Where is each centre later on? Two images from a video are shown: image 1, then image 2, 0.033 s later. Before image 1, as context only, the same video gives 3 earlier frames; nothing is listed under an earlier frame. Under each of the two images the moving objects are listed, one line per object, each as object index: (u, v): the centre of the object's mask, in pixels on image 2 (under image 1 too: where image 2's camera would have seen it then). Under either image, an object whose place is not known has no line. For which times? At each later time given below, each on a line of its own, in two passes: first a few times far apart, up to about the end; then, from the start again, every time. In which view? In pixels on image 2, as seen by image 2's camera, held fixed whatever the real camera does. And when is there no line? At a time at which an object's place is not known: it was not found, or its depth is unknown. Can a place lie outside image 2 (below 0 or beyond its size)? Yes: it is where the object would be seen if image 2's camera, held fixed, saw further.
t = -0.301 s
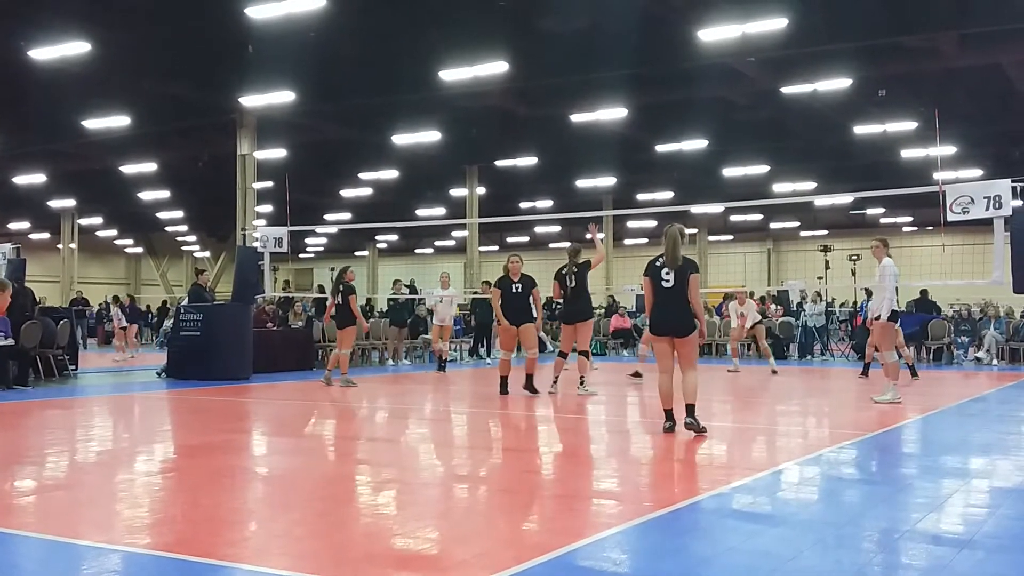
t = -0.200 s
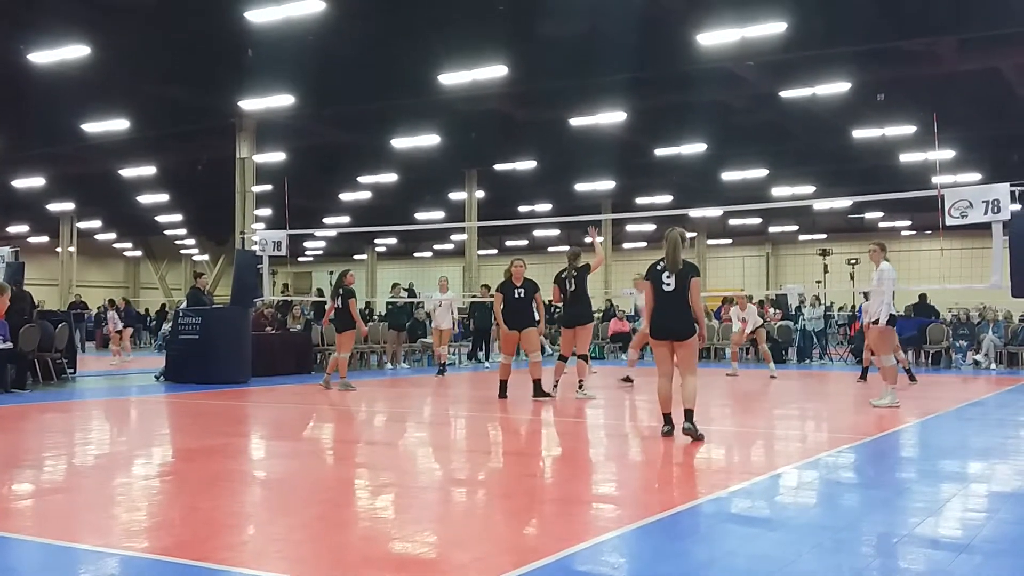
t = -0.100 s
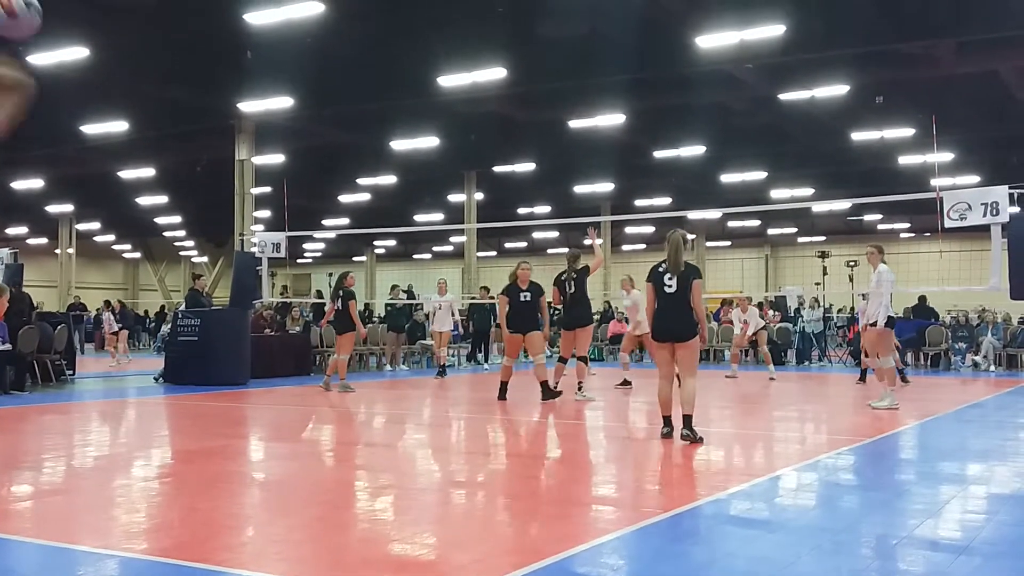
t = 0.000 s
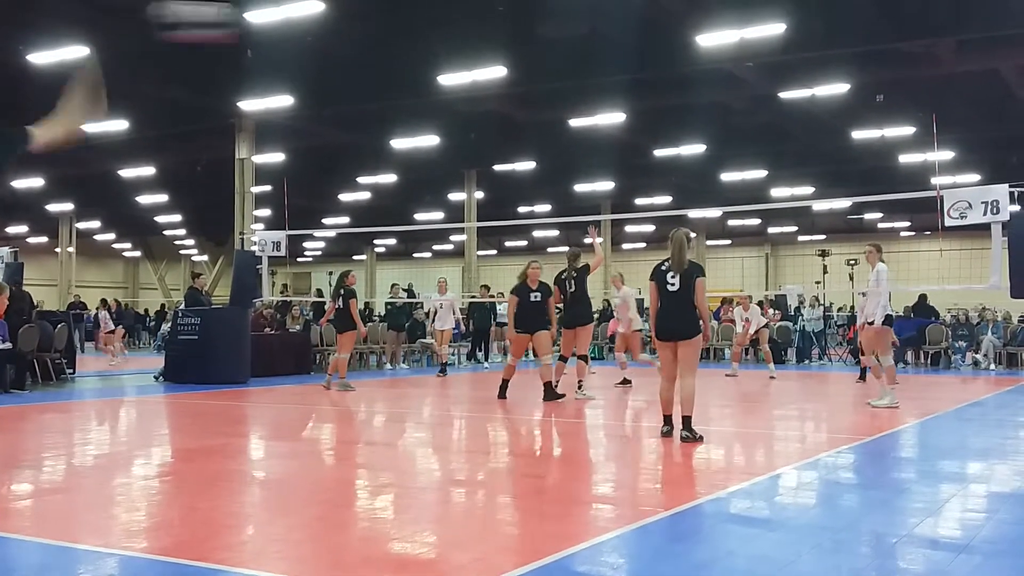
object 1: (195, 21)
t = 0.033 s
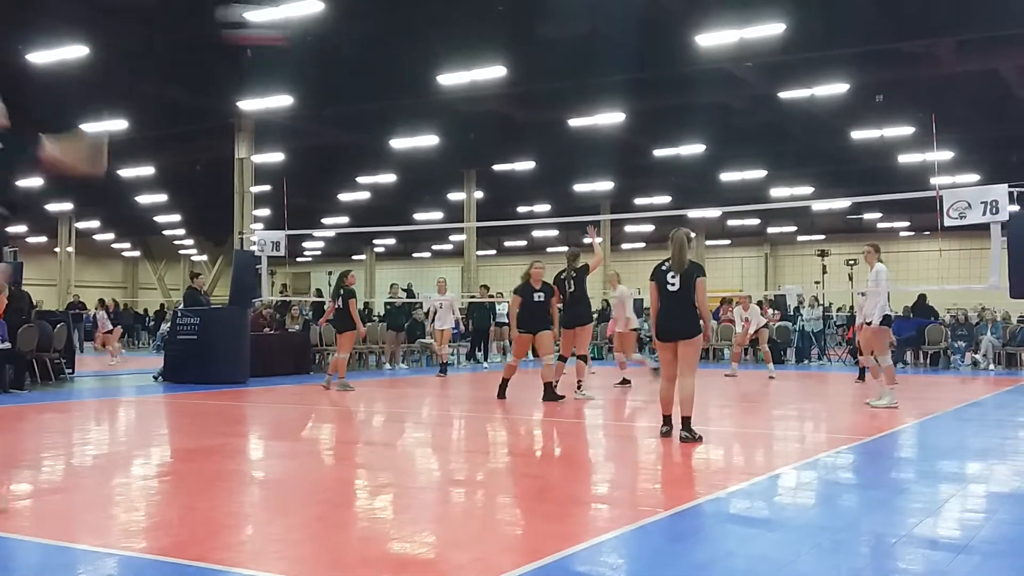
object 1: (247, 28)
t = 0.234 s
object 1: (480, 56)
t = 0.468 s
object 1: (613, 119)
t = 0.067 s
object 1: (313, 32)
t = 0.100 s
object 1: (353, 34)
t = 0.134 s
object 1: (391, 39)
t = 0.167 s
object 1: (425, 46)
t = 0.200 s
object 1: (454, 52)
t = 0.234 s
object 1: (480, 56)
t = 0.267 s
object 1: (509, 65)
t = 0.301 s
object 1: (527, 74)
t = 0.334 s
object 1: (546, 83)
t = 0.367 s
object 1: (564, 91)
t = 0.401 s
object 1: (580, 101)
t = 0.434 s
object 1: (594, 106)
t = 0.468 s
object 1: (613, 119)
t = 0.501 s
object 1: (627, 132)
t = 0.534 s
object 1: (637, 140)
